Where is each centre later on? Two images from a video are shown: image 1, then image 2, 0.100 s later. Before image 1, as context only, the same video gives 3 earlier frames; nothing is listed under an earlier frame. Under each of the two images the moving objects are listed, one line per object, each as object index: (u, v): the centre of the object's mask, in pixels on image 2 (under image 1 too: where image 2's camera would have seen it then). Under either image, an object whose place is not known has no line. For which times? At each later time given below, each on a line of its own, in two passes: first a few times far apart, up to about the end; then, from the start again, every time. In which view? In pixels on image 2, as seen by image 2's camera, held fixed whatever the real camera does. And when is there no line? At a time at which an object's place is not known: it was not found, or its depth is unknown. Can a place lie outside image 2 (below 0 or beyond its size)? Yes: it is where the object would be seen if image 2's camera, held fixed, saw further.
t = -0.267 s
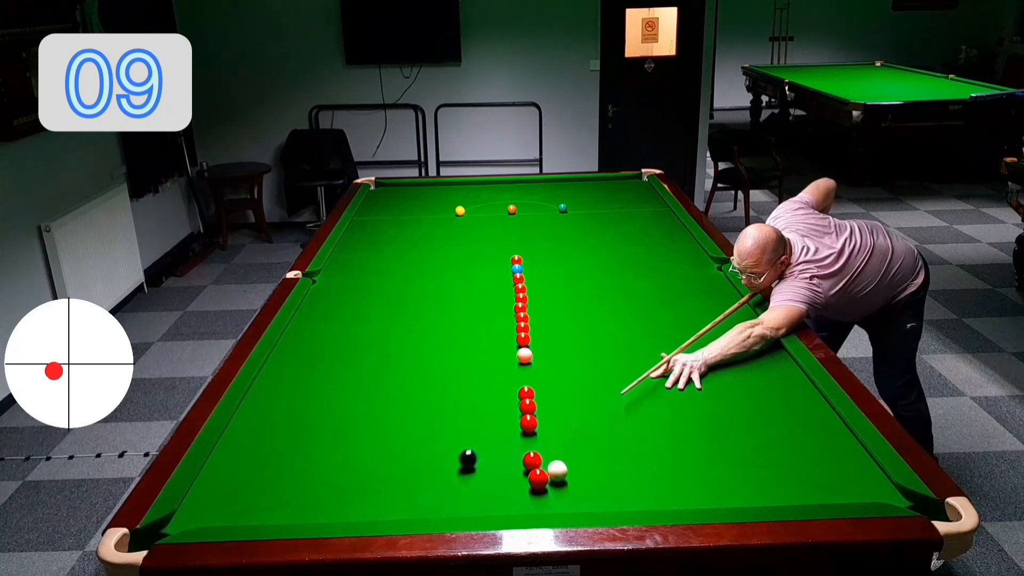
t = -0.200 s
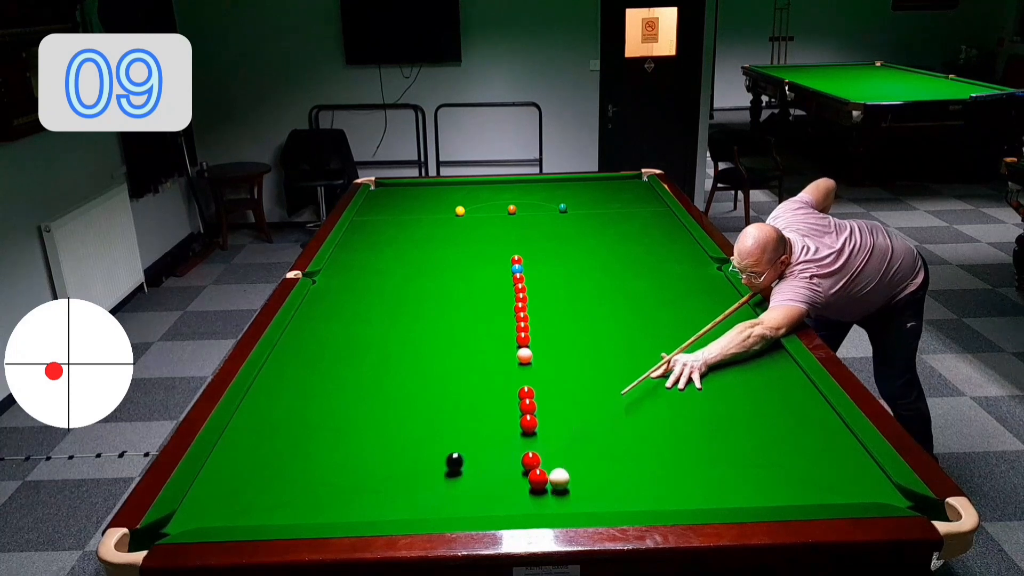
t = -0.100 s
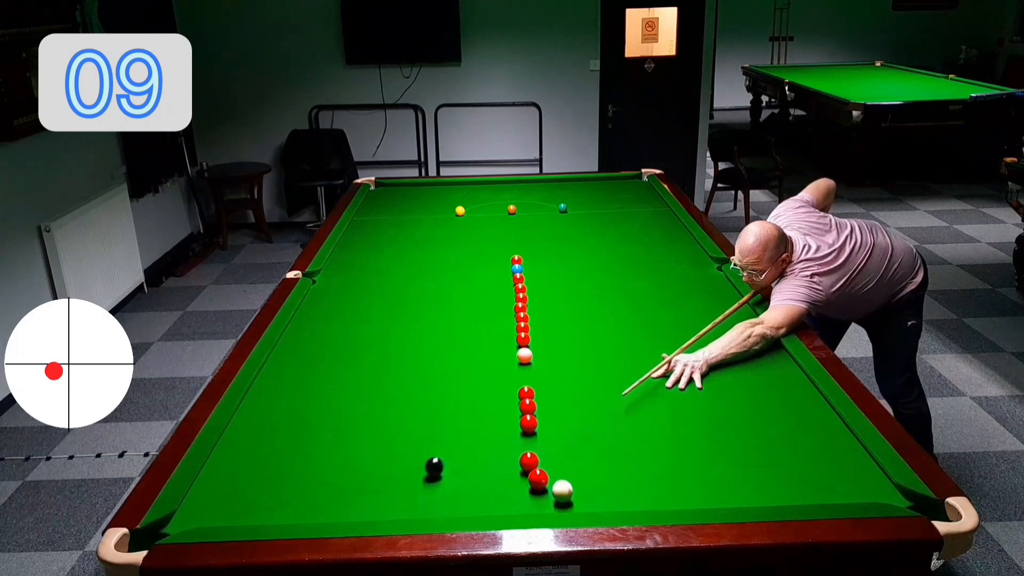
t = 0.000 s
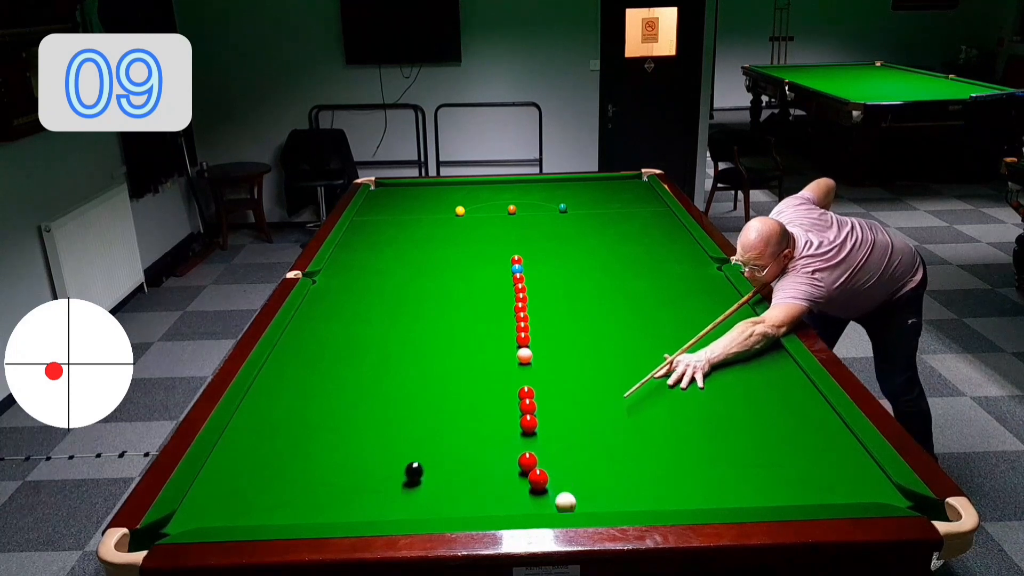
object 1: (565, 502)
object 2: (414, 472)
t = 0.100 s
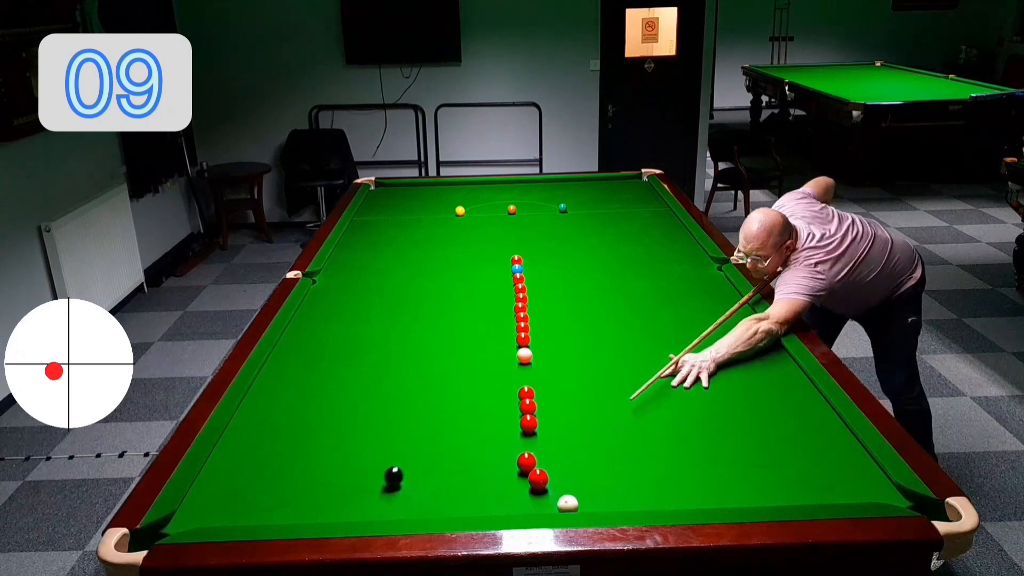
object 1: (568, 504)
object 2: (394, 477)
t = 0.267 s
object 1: (569, 493)
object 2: (360, 485)
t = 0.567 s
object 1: (571, 473)
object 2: (299, 499)
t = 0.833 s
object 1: (573, 458)
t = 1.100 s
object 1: (574, 445)
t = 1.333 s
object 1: (575, 435)
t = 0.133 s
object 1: (568, 502)
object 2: (387, 479)
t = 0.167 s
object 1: (568, 501)
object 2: (380, 481)
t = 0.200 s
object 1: (569, 498)
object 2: (373, 482)
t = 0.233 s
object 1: (569, 496)
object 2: (366, 484)
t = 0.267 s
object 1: (569, 493)
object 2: (360, 485)
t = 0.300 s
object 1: (569, 491)
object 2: (353, 487)
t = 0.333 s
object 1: (570, 488)
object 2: (346, 489)
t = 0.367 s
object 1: (570, 486)
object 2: (339, 490)
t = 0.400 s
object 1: (570, 484)
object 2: (332, 491)
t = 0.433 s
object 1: (570, 482)
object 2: (326, 493)
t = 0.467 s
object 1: (570, 480)
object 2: (319, 495)
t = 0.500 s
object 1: (571, 477)
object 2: (312, 496)
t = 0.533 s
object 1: (571, 475)
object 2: (305, 498)
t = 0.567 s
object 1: (571, 473)
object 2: (299, 499)
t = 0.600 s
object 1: (572, 471)
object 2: (292, 500)
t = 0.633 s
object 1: (572, 469)
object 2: (285, 502)
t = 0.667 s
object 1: (572, 467)
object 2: (279, 503)
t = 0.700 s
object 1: (572, 465)
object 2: (272, 505)
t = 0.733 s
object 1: (572, 464)
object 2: (265, 506)
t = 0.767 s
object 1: (573, 462)
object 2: (258, 508)
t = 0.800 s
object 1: (573, 460)
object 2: (252, 509)
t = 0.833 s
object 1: (573, 458)
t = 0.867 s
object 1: (573, 456)
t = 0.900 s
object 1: (573, 455)
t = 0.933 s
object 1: (573, 453)
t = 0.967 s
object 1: (574, 451)
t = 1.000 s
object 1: (574, 449)
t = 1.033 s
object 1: (574, 448)
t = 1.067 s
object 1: (574, 446)
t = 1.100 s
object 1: (574, 445)
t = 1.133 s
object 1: (574, 443)
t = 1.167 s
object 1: (574, 442)
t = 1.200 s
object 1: (575, 440)
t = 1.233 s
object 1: (575, 439)
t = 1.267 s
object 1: (575, 437)
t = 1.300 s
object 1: (575, 436)
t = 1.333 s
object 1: (575, 435)
